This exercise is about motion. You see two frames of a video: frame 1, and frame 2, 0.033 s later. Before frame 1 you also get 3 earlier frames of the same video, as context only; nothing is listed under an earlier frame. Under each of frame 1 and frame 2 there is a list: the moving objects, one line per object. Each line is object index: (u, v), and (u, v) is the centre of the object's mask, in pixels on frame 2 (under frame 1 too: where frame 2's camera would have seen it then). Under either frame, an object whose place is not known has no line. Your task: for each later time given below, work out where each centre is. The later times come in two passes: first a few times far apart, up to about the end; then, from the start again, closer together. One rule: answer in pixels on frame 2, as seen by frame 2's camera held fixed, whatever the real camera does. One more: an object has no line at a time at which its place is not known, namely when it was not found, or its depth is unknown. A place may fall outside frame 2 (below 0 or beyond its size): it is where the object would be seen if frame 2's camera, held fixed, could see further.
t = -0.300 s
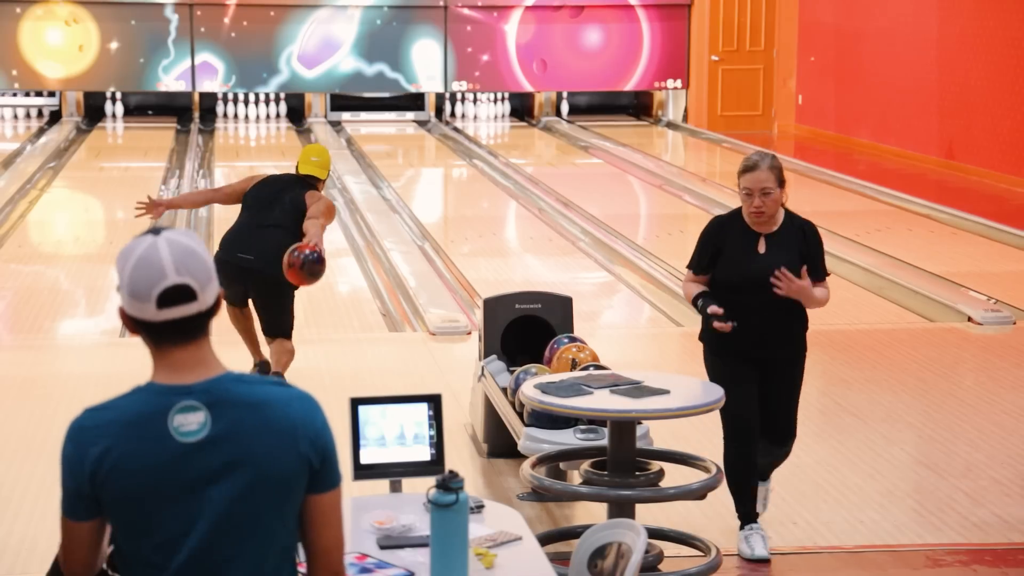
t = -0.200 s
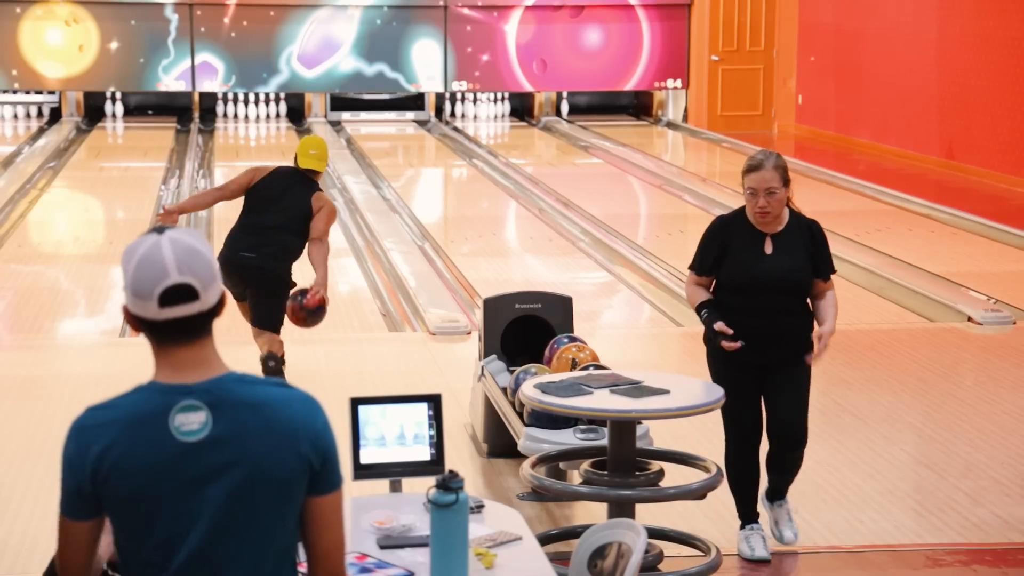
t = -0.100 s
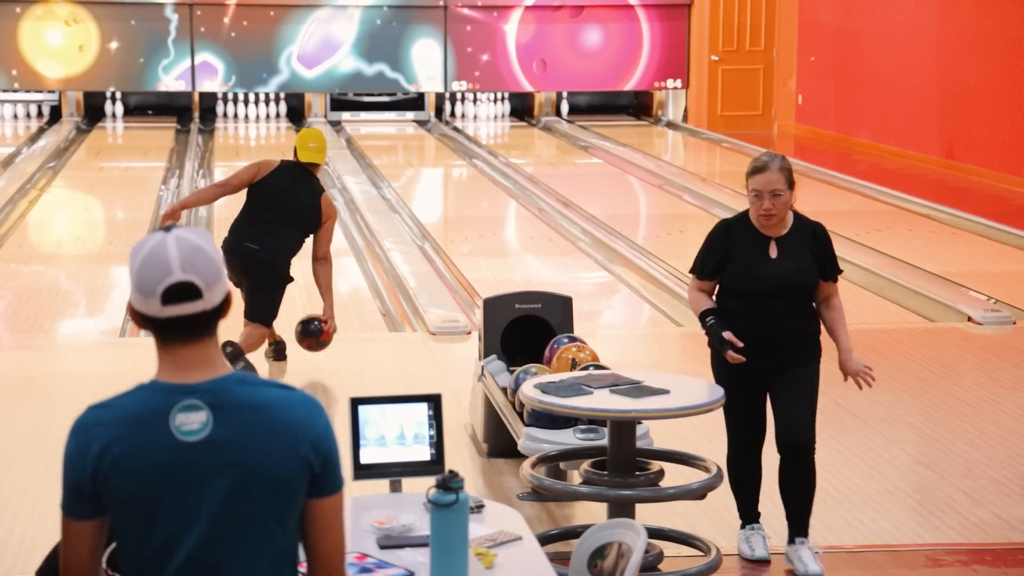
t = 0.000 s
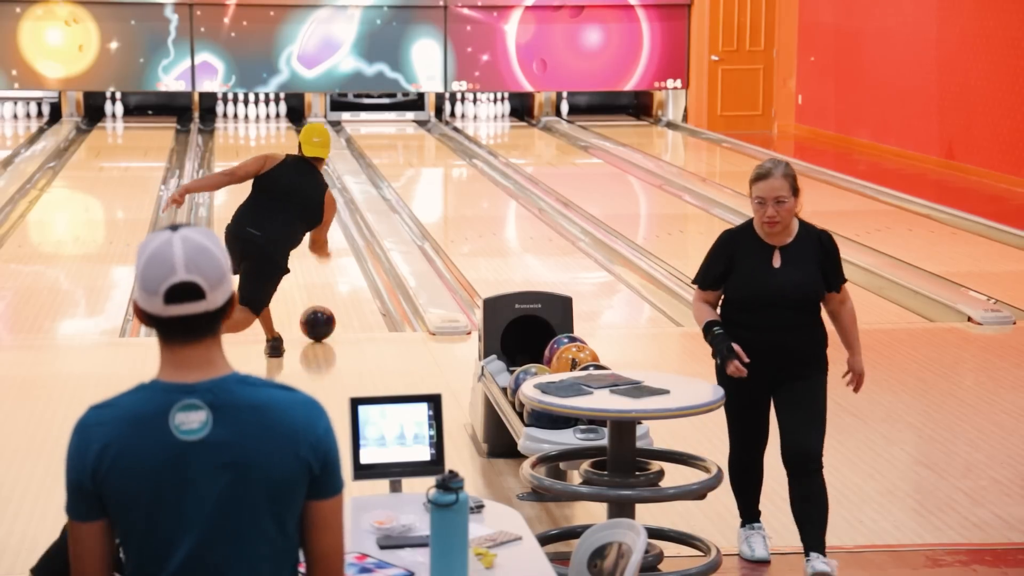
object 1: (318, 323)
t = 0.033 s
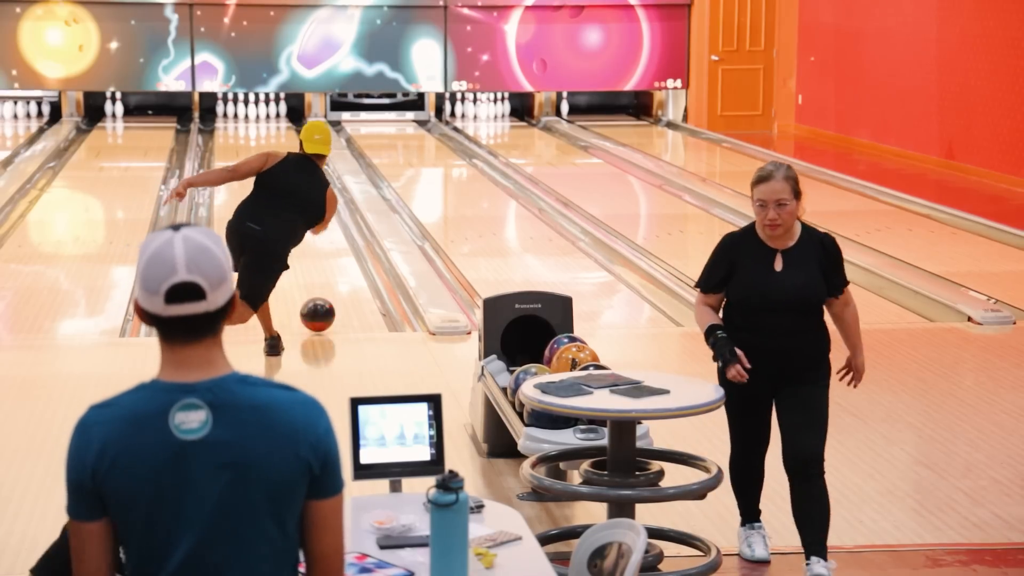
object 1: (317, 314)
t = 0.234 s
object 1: (316, 276)
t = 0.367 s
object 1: (320, 256)
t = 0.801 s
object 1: (306, 201)
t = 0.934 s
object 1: (309, 191)
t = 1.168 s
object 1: (305, 172)
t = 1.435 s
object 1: (299, 155)
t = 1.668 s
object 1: (292, 143)
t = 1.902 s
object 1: (283, 132)
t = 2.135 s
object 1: (273, 124)
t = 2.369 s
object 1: (261, 117)
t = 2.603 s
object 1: (248, 111)
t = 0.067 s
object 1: (317, 308)
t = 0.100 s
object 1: (317, 301)
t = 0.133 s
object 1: (317, 295)
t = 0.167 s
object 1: (317, 288)
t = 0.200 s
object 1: (317, 282)
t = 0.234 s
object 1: (316, 276)
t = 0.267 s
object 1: (316, 271)
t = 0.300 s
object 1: (316, 265)
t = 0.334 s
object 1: (316, 260)
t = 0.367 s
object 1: (320, 256)
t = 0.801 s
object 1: (306, 201)
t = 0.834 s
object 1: (309, 200)
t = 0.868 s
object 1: (310, 197)
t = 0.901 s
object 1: (310, 194)
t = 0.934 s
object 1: (309, 191)
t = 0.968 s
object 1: (309, 188)
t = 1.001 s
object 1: (308, 185)
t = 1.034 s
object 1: (308, 183)
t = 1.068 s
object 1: (307, 180)
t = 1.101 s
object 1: (306, 178)
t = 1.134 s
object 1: (306, 175)
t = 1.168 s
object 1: (305, 172)
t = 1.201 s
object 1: (304, 170)
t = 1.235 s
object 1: (304, 168)
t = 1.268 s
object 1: (303, 166)
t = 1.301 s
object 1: (302, 164)
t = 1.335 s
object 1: (301, 161)
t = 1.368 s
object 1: (300, 159)
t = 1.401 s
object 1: (299, 157)
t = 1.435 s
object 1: (299, 155)
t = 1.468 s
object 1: (298, 153)
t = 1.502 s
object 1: (297, 152)
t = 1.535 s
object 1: (296, 150)
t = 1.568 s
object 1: (295, 148)
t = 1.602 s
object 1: (294, 147)
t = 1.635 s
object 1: (293, 145)
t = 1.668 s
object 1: (292, 143)
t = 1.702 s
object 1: (290, 142)
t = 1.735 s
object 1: (290, 140)
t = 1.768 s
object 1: (289, 139)
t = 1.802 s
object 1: (287, 136)
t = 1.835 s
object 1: (286, 135)
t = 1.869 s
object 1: (285, 134)
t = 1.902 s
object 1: (283, 132)
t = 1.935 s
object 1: (282, 131)
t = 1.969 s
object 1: (280, 130)
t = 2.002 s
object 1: (279, 129)
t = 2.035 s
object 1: (277, 127)
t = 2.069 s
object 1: (276, 126)
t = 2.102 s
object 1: (274, 125)
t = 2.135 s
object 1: (273, 124)
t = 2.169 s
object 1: (271, 123)
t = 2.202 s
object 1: (270, 122)
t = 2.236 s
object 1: (267, 120)
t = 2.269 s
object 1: (265, 119)
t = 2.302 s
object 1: (264, 118)
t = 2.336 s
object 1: (262, 118)
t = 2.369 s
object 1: (261, 117)
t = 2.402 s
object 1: (258, 116)
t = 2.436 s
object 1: (256, 115)
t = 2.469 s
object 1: (254, 114)
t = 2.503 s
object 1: (253, 113)
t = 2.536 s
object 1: (253, 113)
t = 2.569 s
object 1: (250, 112)
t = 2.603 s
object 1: (248, 111)
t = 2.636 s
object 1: (245, 110)
